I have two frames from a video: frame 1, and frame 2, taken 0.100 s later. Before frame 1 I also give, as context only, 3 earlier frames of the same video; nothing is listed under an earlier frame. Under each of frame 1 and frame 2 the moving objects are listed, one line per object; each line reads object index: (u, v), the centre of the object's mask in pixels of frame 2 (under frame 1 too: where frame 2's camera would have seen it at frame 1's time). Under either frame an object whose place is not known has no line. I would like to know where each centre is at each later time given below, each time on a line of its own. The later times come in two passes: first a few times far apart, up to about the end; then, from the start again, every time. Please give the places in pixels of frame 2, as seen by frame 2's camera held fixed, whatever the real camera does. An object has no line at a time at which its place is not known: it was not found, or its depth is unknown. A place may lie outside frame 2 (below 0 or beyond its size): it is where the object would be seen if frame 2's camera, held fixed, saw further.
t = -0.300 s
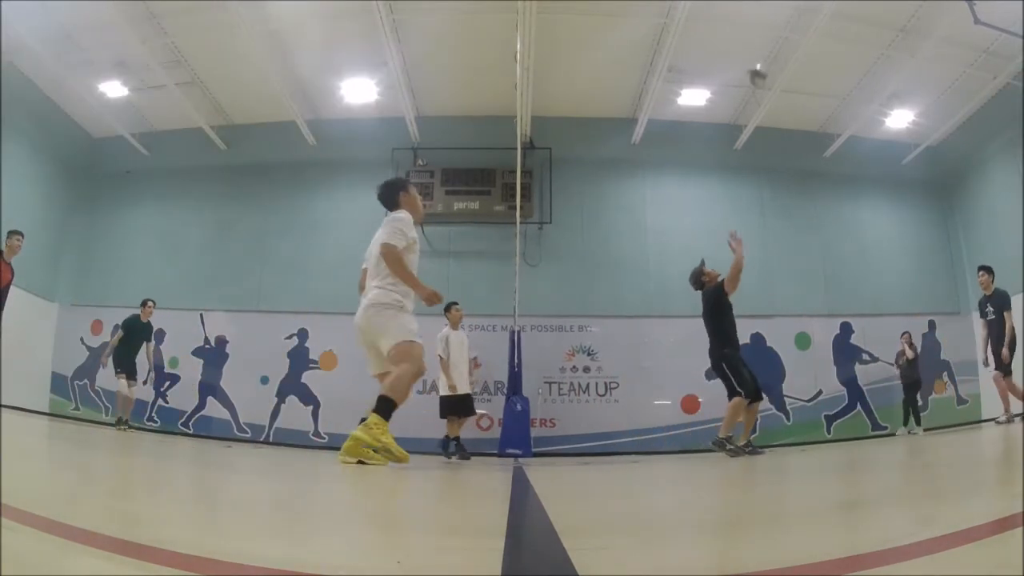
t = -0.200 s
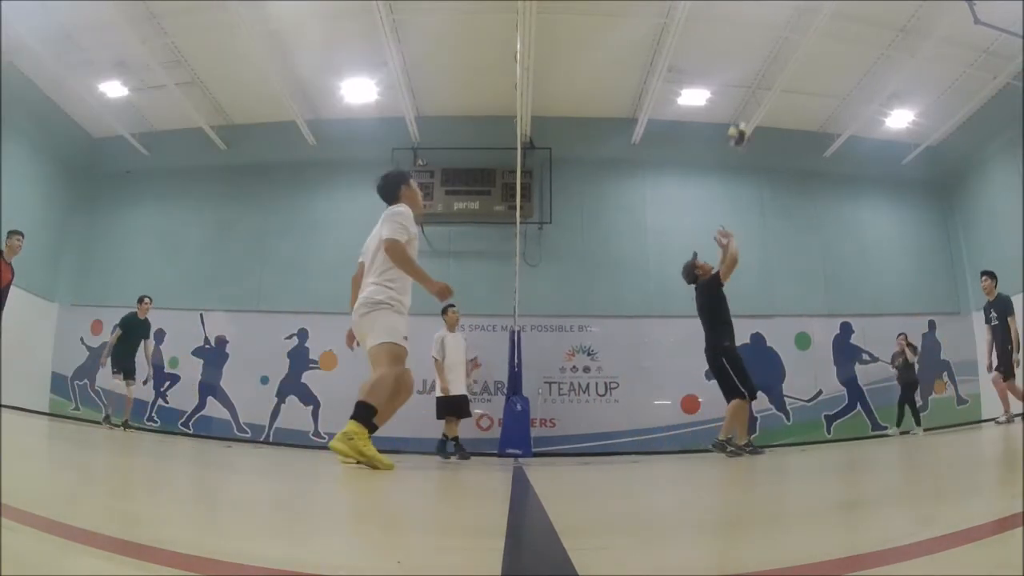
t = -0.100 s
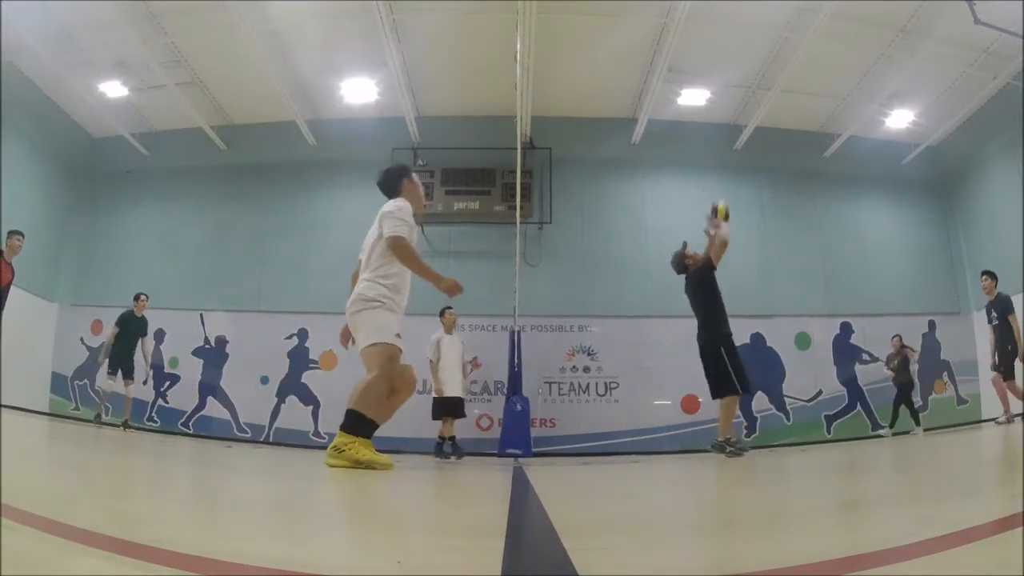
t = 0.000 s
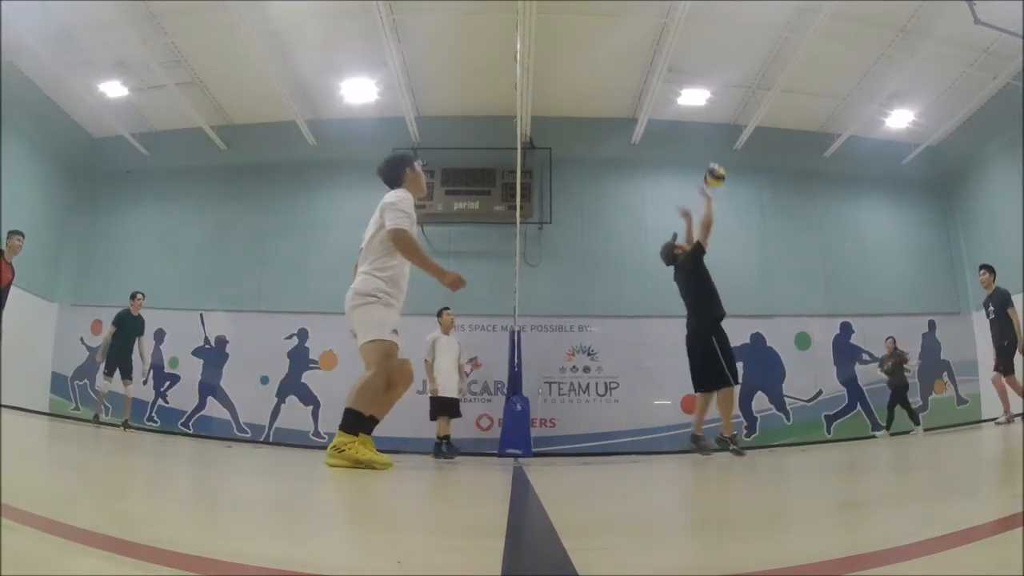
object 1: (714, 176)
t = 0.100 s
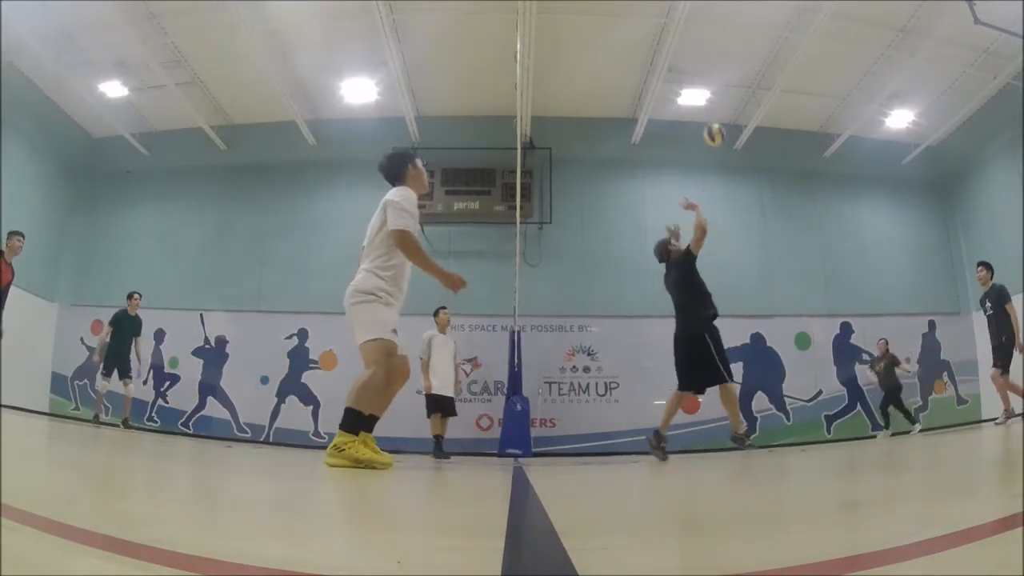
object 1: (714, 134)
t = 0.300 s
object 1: (720, 89)
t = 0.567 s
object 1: (729, 88)
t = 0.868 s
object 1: (749, 143)
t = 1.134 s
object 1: (769, 241)
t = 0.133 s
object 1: (714, 124)
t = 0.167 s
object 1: (716, 115)
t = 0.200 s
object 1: (715, 105)
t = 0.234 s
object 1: (716, 100)
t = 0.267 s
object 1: (717, 95)
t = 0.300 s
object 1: (720, 89)
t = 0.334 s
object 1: (719, 88)
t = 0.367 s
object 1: (720, 85)
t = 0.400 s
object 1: (722, 84)
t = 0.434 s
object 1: (723, 83)
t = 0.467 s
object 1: (724, 82)
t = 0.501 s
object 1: (726, 83)
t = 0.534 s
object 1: (728, 85)
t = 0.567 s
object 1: (729, 88)
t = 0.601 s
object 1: (731, 92)
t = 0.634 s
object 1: (734, 95)
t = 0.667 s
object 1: (736, 100)
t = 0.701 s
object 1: (737, 105)
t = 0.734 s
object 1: (739, 111)
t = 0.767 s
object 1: (741, 119)
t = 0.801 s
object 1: (743, 126)
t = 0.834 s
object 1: (746, 134)
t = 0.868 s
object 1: (749, 143)
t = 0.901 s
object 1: (751, 152)
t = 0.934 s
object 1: (753, 162)
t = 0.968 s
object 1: (756, 173)
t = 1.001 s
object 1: (758, 185)
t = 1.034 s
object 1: (762, 198)
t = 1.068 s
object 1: (764, 211)
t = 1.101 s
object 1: (766, 227)
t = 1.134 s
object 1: (769, 241)
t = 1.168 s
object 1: (772, 256)
